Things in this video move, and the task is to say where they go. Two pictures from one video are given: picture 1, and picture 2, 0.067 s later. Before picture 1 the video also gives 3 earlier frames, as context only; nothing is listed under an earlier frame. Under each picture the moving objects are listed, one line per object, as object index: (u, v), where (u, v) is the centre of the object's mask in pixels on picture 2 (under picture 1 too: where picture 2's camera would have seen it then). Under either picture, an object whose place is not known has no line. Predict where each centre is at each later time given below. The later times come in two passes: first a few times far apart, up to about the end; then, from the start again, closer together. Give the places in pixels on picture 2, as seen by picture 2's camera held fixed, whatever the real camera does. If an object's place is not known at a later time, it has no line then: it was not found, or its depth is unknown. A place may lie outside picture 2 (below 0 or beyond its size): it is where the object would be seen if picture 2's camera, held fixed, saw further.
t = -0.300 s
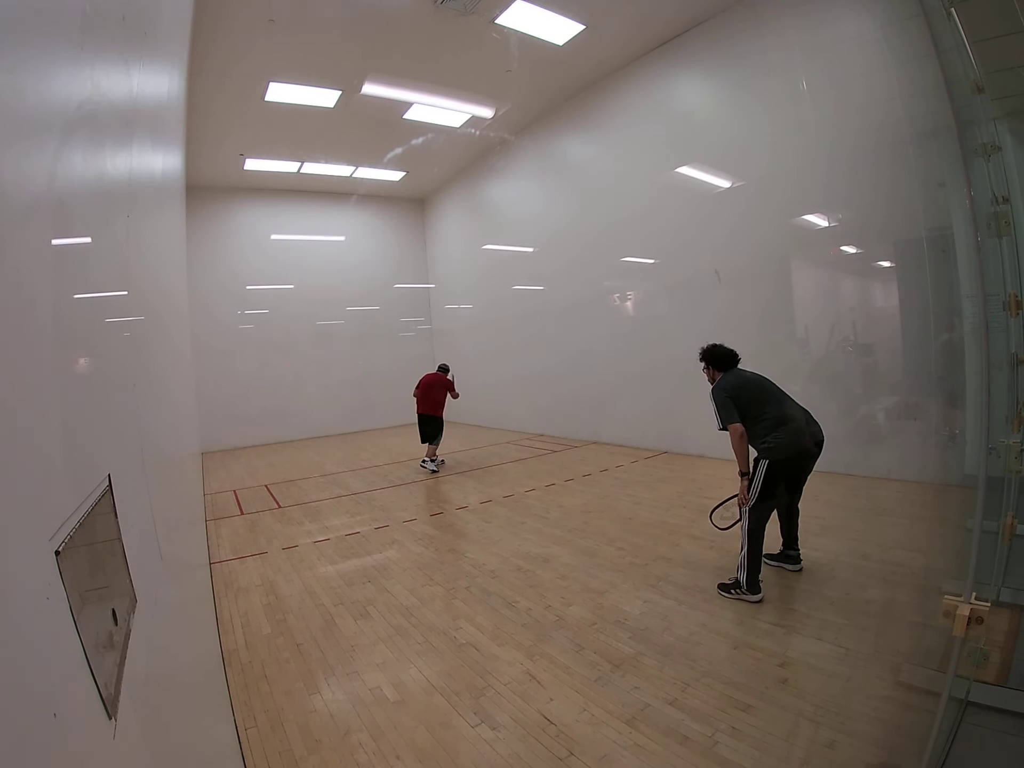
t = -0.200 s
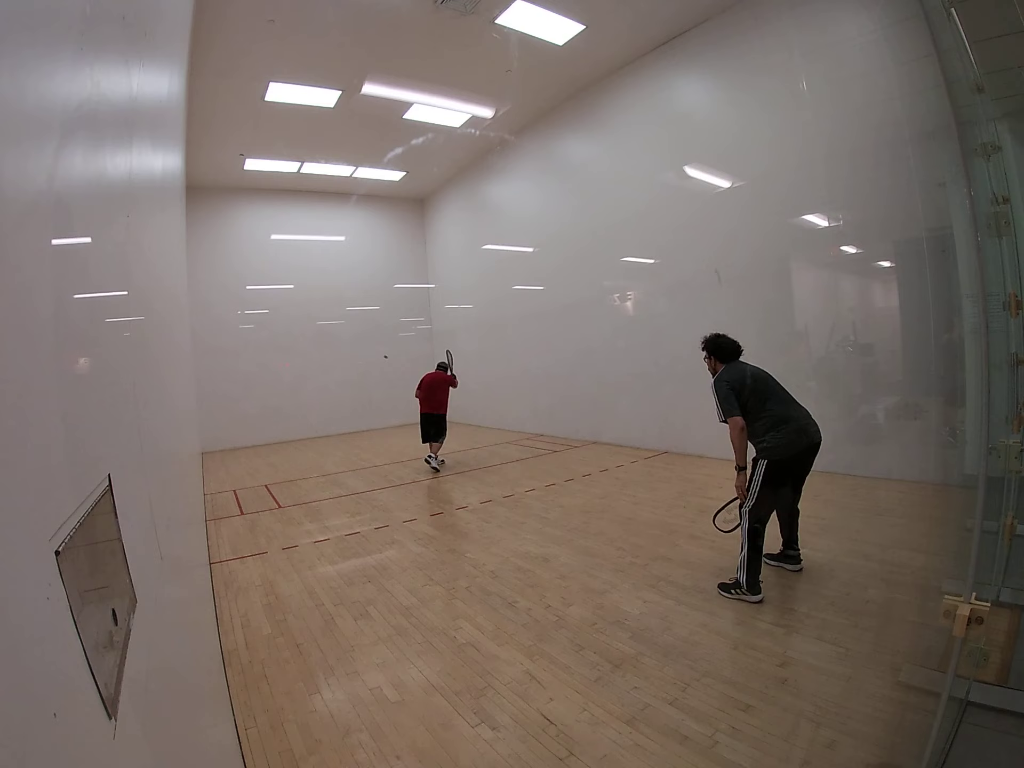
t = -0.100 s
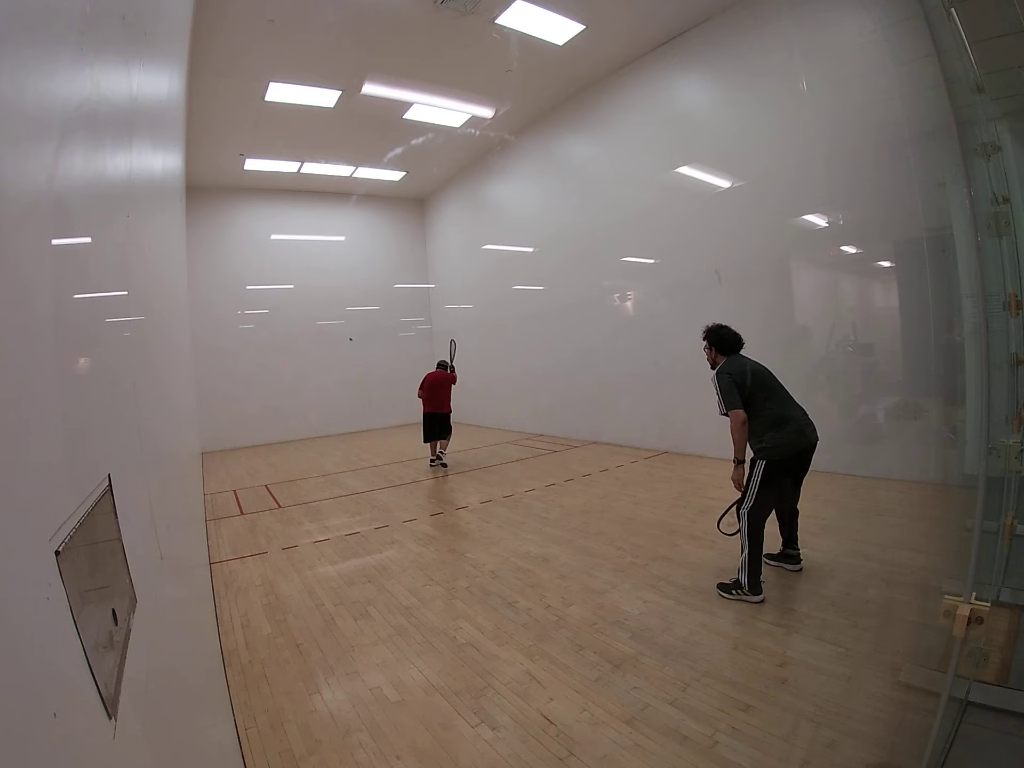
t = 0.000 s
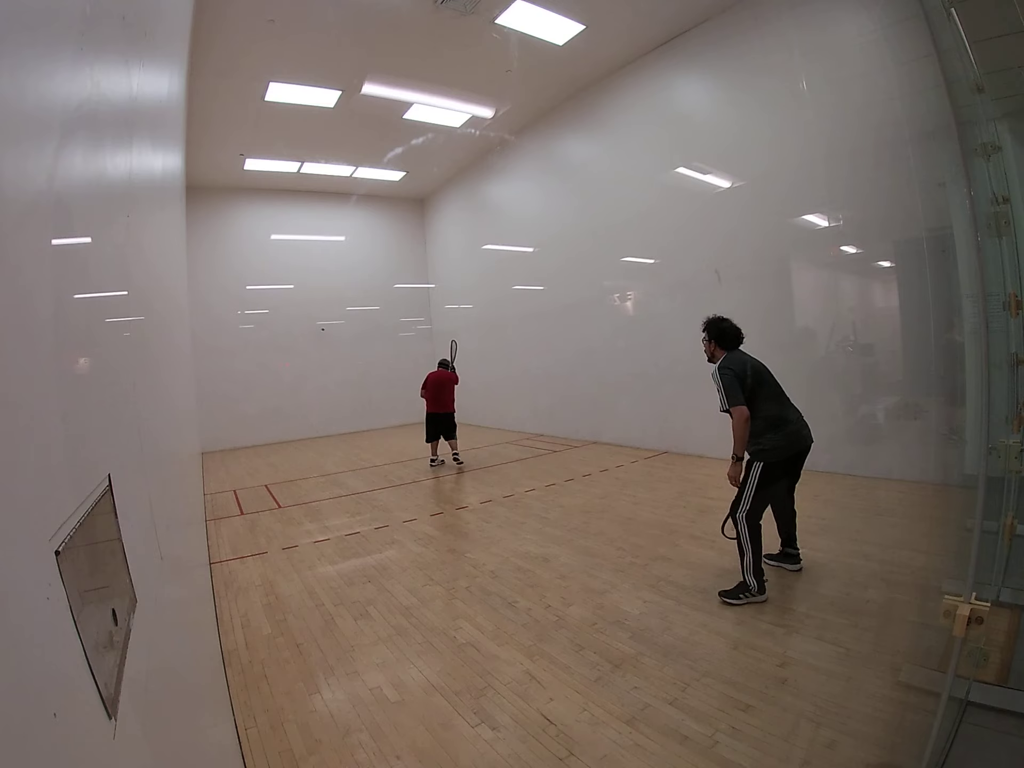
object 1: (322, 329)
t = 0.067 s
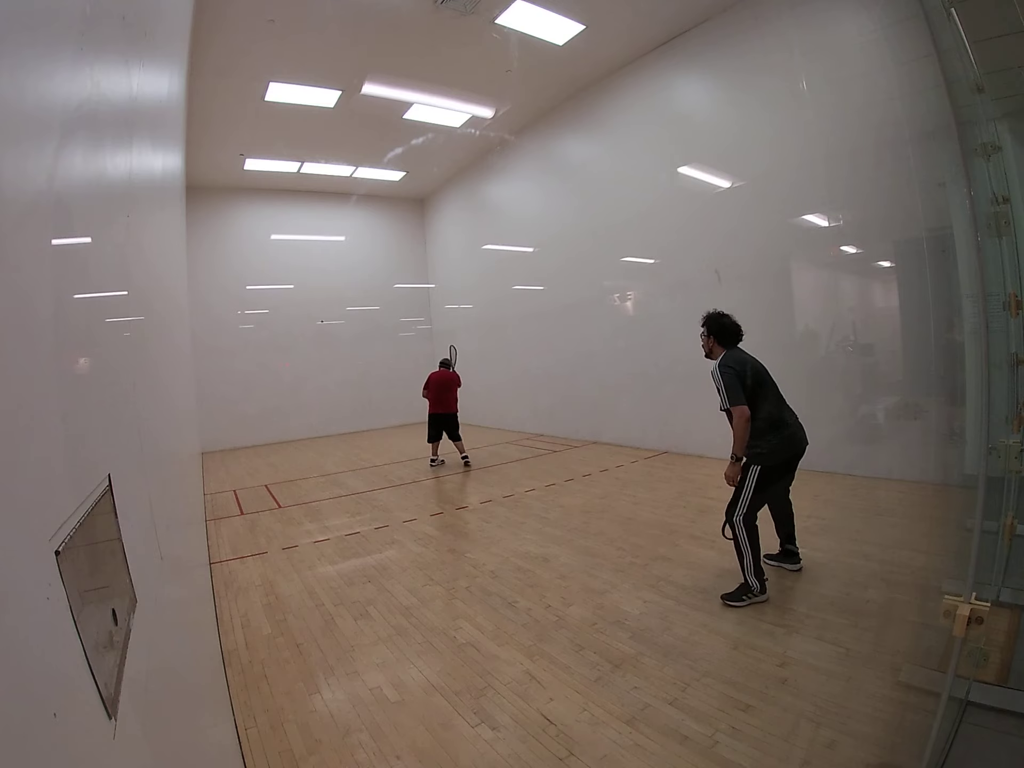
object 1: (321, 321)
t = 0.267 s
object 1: (327, 304)
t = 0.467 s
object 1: (334, 303)
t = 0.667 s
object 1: (346, 331)
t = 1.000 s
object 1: (405, 569)
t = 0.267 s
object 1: (327, 304)
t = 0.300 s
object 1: (328, 303)
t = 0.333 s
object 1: (329, 302)
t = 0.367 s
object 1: (330, 301)
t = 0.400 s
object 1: (331, 301)
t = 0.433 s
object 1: (333, 302)
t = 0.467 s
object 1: (334, 303)
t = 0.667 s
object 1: (346, 331)
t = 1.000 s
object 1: (405, 569)
